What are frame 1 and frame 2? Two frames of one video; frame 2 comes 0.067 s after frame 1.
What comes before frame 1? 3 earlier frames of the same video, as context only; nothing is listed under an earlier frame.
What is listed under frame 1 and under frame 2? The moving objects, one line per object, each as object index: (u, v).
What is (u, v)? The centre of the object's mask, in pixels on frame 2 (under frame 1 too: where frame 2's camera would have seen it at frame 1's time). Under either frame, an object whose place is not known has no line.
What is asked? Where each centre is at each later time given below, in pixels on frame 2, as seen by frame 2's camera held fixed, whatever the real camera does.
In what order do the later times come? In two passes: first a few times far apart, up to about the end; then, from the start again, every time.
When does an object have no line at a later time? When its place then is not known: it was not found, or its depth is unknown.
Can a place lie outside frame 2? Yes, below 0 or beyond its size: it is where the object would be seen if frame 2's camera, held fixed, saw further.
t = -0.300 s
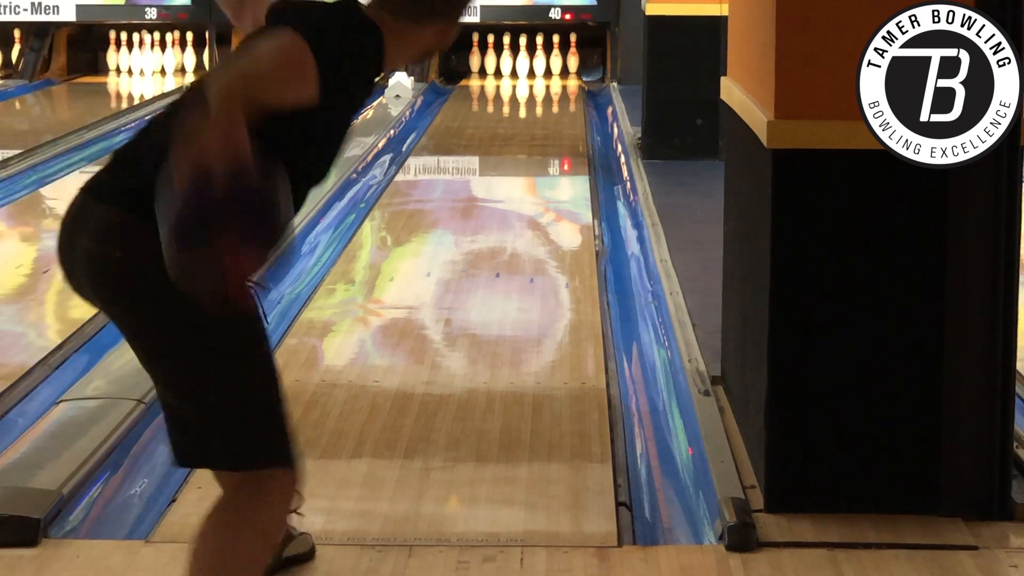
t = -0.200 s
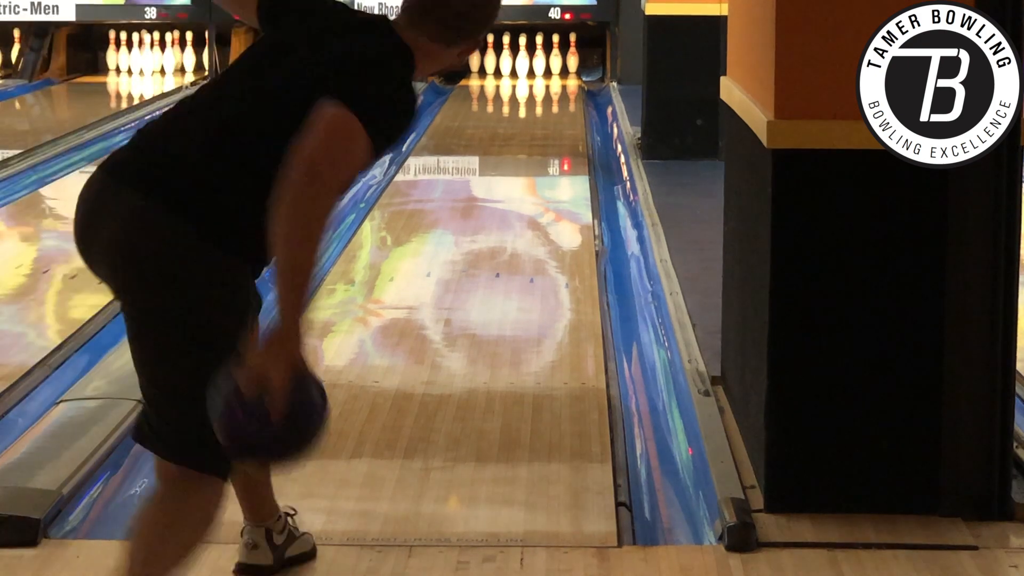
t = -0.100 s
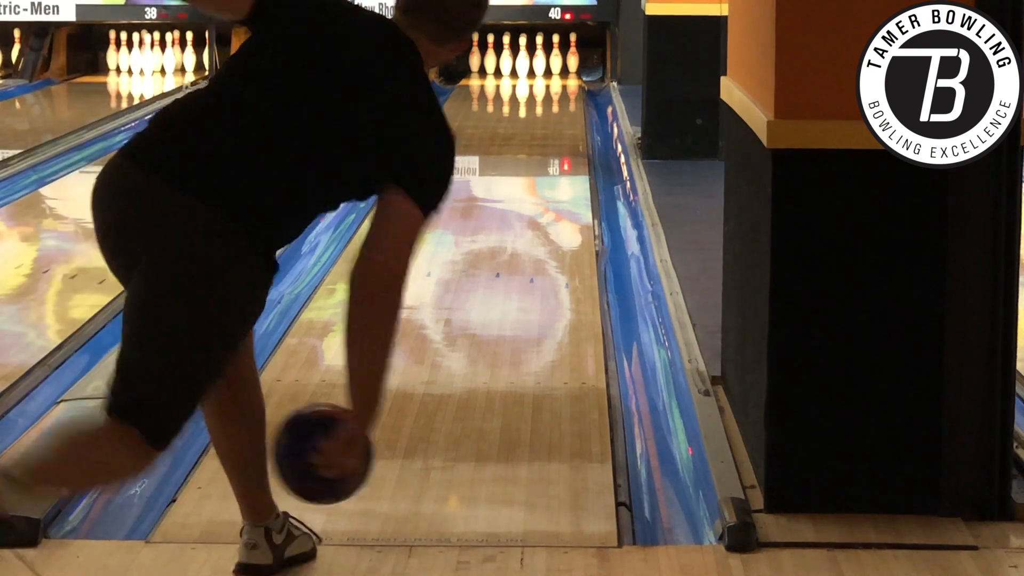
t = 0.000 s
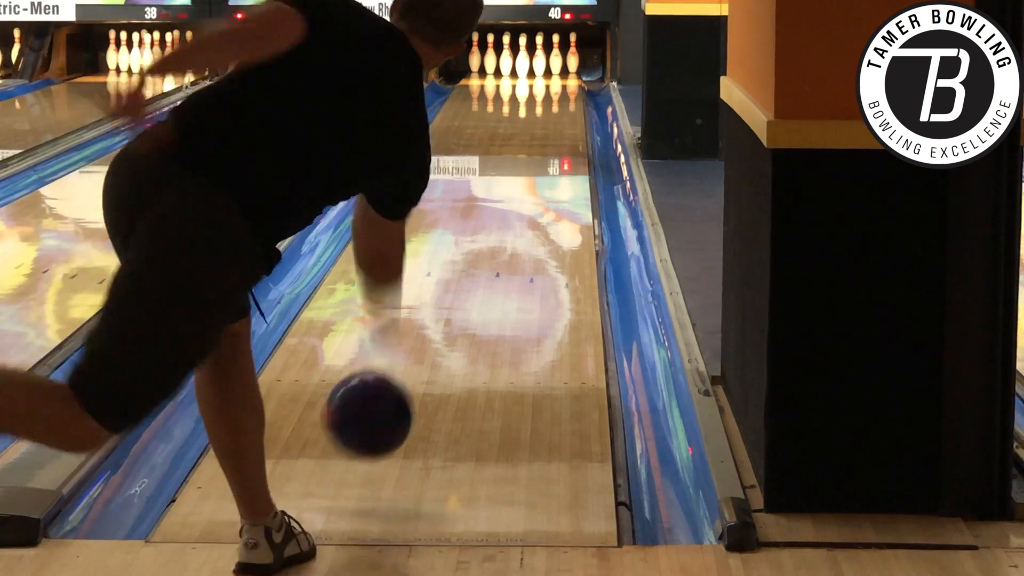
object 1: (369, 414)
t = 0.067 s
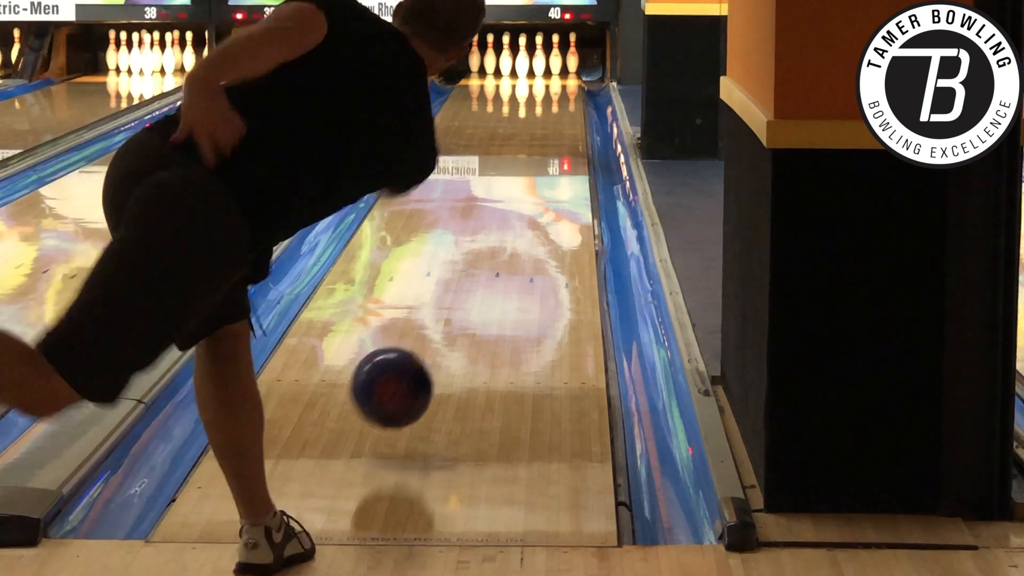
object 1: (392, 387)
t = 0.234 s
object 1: (437, 342)
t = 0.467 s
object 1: (479, 264)
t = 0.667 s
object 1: (504, 218)
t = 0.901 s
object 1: (524, 178)
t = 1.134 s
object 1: (539, 149)
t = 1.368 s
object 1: (549, 126)
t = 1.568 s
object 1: (555, 109)
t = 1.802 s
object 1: (558, 93)
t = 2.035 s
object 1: (553, 80)
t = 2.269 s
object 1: (540, 70)
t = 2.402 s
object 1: (536, 65)
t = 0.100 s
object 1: (402, 381)
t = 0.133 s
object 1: (412, 380)
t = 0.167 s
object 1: (421, 366)
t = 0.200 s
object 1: (429, 351)
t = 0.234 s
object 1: (437, 342)
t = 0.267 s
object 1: (443, 329)
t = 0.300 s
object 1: (451, 316)
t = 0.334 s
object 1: (457, 304)
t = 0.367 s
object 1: (463, 293)
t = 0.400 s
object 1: (469, 282)
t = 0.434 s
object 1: (474, 274)
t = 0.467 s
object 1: (479, 264)
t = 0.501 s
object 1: (484, 256)
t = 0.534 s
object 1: (488, 247)
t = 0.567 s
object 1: (492, 240)
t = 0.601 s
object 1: (496, 232)
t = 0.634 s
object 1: (500, 225)
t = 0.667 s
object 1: (504, 218)
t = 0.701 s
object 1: (507, 212)
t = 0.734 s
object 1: (510, 205)
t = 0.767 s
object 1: (513, 199)
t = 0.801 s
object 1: (516, 194)
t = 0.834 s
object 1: (519, 188)
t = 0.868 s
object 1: (522, 183)
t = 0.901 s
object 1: (524, 178)
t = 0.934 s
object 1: (527, 174)
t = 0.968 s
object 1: (529, 169)
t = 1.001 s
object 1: (531, 165)
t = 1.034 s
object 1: (533, 161)
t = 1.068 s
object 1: (535, 157)
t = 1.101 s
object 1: (537, 153)
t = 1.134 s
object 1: (539, 149)
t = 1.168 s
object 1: (541, 146)
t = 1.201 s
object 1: (542, 142)
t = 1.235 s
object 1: (544, 139)
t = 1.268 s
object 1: (545, 135)
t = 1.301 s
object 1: (547, 132)
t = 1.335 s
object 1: (548, 129)
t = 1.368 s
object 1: (549, 126)
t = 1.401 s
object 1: (551, 123)
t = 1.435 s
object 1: (551, 120)
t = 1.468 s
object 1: (553, 117)
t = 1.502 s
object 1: (553, 114)
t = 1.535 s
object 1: (554, 111)
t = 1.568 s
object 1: (555, 109)
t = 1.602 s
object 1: (556, 107)
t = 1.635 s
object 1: (557, 104)
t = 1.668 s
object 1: (557, 102)
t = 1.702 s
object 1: (558, 100)
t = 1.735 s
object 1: (558, 97)
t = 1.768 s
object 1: (558, 95)
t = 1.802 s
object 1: (558, 93)
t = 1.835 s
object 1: (558, 91)
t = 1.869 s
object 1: (558, 89)
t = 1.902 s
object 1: (557, 87)
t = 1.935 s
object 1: (556, 86)
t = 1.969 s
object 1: (556, 84)
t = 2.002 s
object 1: (554, 82)
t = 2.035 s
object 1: (553, 80)
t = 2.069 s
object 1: (552, 79)
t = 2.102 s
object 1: (551, 77)
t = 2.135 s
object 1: (549, 75)
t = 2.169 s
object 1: (547, 74)
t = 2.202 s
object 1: (545, 72)
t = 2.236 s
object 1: (543, 71)
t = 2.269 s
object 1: (540, 70)
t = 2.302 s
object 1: (538, 69)
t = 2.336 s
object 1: (536, 67)
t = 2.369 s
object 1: (534, 67)
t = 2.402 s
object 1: (536, 65)
